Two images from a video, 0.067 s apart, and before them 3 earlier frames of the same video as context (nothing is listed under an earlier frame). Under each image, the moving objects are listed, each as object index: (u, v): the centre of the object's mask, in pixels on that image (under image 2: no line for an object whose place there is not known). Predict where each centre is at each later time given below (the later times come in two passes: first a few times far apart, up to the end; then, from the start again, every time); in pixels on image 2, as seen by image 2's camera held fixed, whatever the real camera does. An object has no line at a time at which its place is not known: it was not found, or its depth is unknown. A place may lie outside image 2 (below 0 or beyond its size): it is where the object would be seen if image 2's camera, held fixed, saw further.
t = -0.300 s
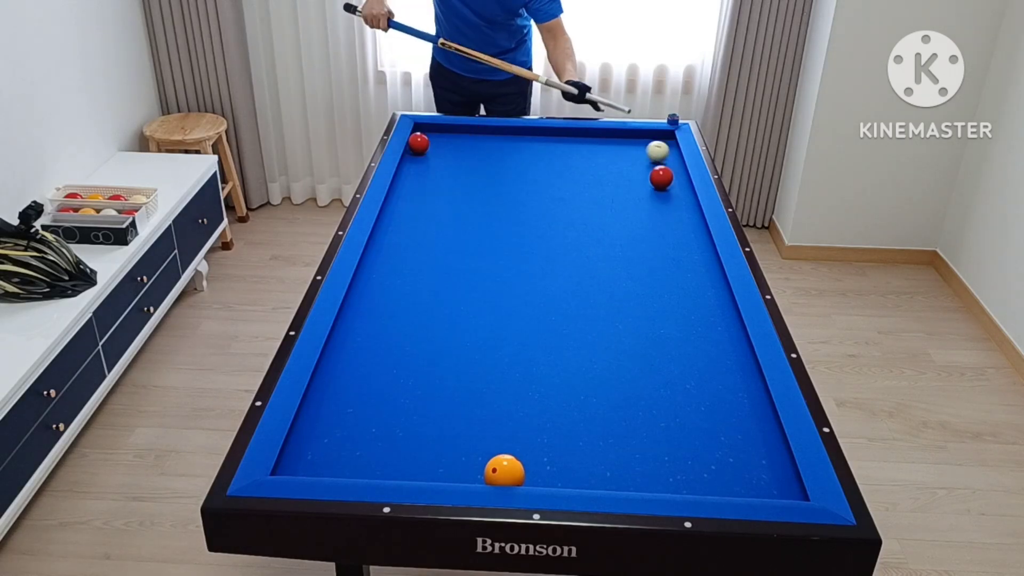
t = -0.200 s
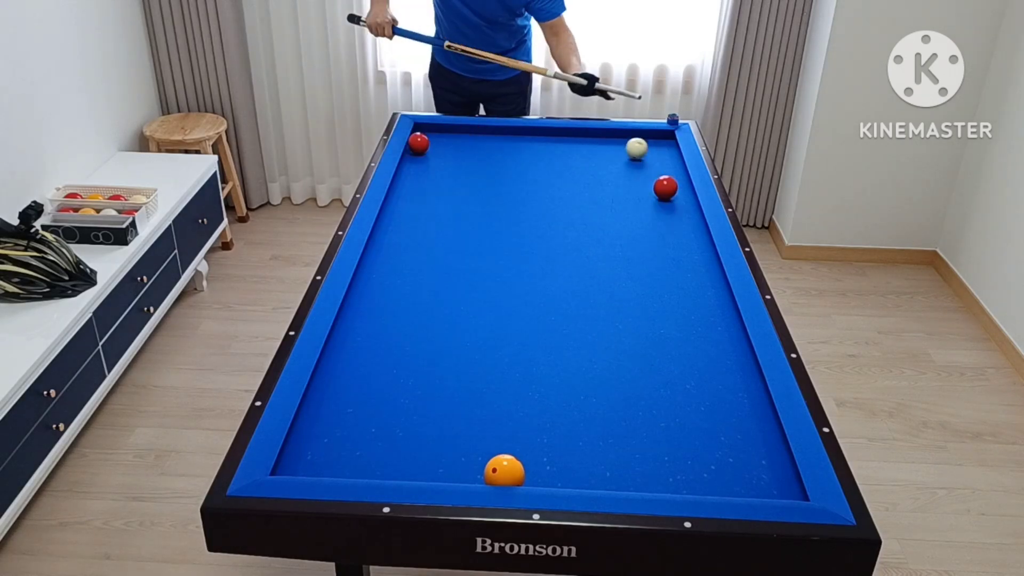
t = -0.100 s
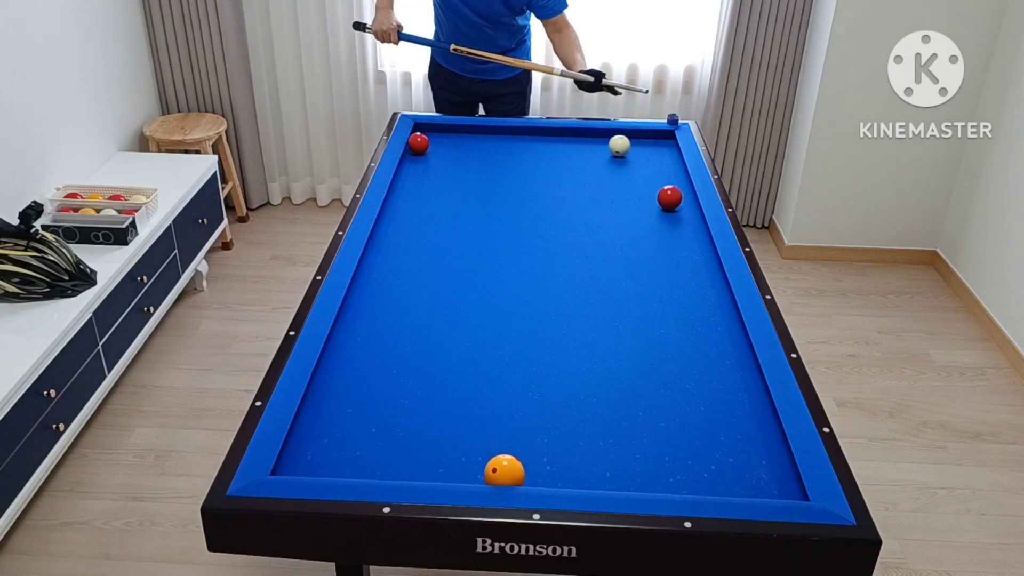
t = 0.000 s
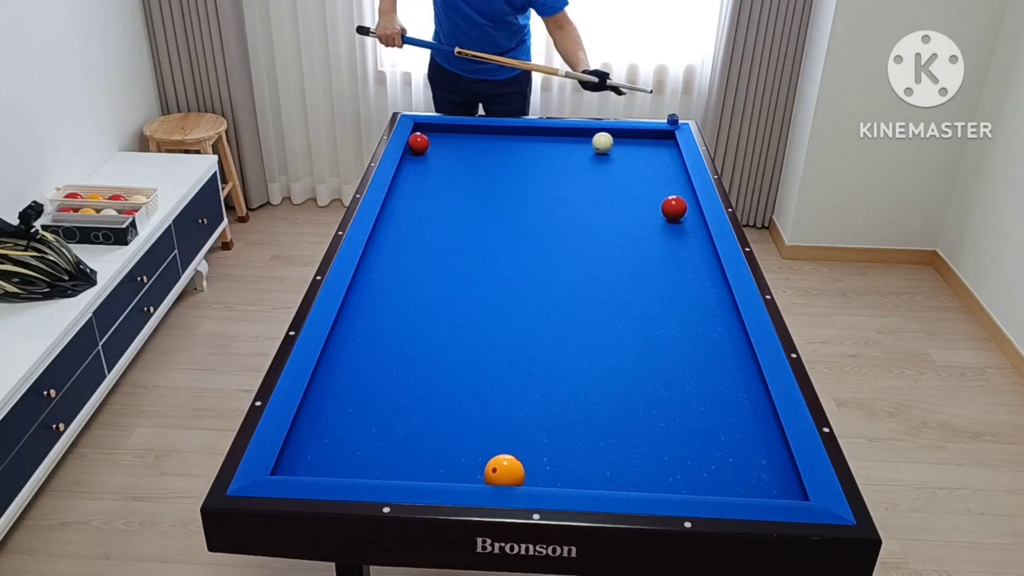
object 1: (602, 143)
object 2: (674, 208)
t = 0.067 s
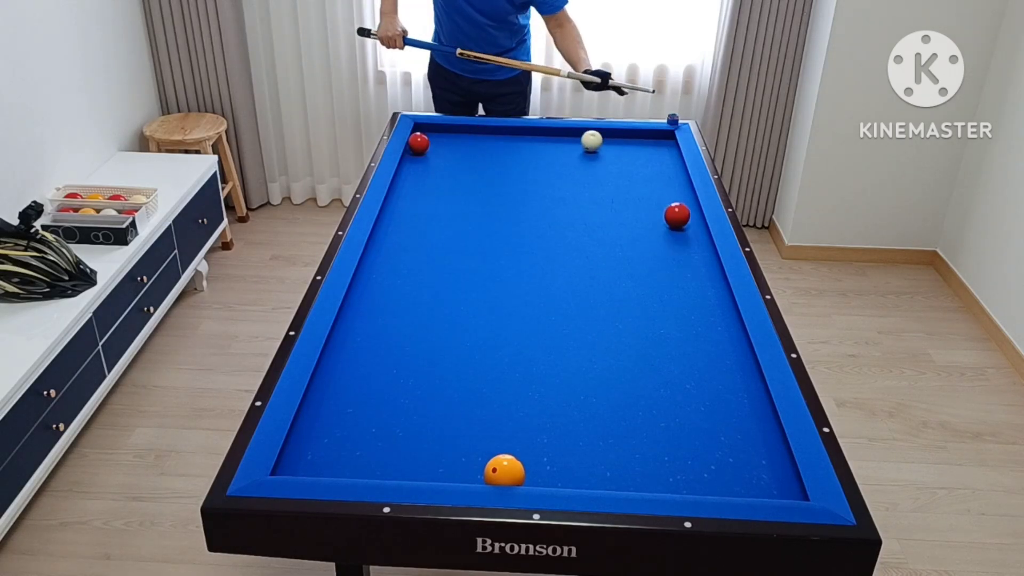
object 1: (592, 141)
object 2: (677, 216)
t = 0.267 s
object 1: (560, 136)
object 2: (687, 239)
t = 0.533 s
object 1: (522, 132)
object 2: (702, 273)
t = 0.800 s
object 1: (490, 134)
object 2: (720, 313)
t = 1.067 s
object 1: (458, 135)
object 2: (737, 356)
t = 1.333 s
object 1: (428, 134)
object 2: (749, 405)
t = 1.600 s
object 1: (431, 135)
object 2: (763, 461)
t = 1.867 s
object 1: (442, 136)
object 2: (763, 470)
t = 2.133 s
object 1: (452, 136)
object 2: (751, 439)
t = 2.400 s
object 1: (461, 135)
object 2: (741, 413)
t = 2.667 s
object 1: (469, 134)
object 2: (733, 389)
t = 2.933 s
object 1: (475, 133)
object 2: (728, 368)
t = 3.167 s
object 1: (480, 133)
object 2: (725, 351)
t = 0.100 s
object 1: (586, 140)
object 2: (679, 219)
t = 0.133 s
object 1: (581, 139)
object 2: (680, 223)
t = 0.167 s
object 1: (576, 138)
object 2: (682, 227)
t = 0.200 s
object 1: (570, 137)
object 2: (683, 231)
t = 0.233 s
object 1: (565, 137)
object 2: (685, 235)
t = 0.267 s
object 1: (560, 136)
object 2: (687, 239)
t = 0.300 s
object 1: (555, 135)
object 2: (689, 243)
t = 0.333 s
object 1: (550, 134)
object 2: (690, 247)
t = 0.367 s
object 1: (545, 133)
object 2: (692, 251)
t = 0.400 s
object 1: (540, 132)
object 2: (694, 255)
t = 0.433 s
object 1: (535, 131)
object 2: (696, 260)
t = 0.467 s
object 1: (531, 132)
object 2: (698, 264)
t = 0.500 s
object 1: (527, 132)
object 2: (700, 269)
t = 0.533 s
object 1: (522, 132)
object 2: (702, 273)
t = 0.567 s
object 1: (519, 132)
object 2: (704, 278)
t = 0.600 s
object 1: (514, 133)
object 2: (706, 283)
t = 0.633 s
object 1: (510, 133)
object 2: (709, 287)
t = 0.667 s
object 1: (506, 133)
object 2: (711, 292)
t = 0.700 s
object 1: (502, 133)
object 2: (713, 297)
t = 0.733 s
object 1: (498, 134)
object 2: (715, 303)
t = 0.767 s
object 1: (494, 134)
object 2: (718, 308)
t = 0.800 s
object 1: (490, 134)
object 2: (720, 313)
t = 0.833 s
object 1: (486, 134)
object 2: (723, 318)
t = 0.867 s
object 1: (482, 134)
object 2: (725, 323)
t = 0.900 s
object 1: (478, 135)
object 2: (728, 329)
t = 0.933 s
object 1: (474, 135)
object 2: (731, 334)
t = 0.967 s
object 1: (470, 135)
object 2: (733, 340)
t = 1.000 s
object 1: (466, 135)
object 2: (735, 345)
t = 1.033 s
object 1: (462, 135)
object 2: (736, 351)
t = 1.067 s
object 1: (458, 135)
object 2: (737, 356)
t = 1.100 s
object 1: (454, 135)
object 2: (738, 362)
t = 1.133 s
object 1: (450, 135)
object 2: (740, 368)
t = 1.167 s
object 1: (446, 136)
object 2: (741, 374)
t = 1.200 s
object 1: (442, 136)
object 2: (743, 380)
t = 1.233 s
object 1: (438, 136)
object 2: (744, 386)
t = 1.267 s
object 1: (435, 136)
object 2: (746, 392)
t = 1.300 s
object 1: (432, 135)
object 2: (747, 398)
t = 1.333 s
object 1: (428, 134)
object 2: (749, 405)
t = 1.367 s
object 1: (425, 133)
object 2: (750, 411)
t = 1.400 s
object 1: (421, 132)
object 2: (752, 418)
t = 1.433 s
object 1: (422, 132)
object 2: (754, 424)
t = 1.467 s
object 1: (424, 133)
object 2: (755, 431)
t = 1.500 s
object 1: (426, 133)
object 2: (757, 438)
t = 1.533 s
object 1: (428, 134)
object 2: (759, 445)
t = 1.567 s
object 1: (429, 135)
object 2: (761, 453)
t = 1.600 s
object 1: (431, 135)
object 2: (763, 461)
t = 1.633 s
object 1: (432, 135)
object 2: (765, 468)
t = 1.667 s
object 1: (433, 136)
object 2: (767, 476)
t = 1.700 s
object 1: (435, 136)
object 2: (769, 482)
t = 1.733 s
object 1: (436, 136)
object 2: (770, 485)
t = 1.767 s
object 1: (437, 136)
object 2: (768, 482)
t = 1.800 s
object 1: (439, 136)
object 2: (766, 479)
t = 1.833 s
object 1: (440, 136)
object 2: (765, 476)
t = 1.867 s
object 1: (442, 136)
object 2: (763, 470)
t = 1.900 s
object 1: (443, 136)
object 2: (761, 467)
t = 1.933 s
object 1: (445, 136)
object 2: (759, 463)
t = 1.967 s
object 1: (446, 136)
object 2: (758, 458)
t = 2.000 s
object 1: (447, 136)
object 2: (756, 455)
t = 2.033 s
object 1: (449, 136)
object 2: (755, 450)
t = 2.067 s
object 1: (450, 136)
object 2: (753, 447)
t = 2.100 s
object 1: (451, 136)
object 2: (752, 443)
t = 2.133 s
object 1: (452, 136)
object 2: (751, 439)
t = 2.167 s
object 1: (454, 136)
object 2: (749, 436)
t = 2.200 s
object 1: (455, 136)
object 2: (748, 433)
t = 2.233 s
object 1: (456, 135)
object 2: (747, 429)
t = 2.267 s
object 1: (457, 135)
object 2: (746, 426)
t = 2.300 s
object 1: (458, 135)
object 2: (744, 422)
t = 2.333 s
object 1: (459, 135)
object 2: (743, 419)
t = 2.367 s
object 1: (460, 135)
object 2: (742, 416)
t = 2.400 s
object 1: (461, 135)
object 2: (741, 413)
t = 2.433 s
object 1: (462, 135)
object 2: (740, 410)
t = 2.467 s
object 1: (463, 135)
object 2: (739, 406)
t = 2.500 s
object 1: (464, 135)
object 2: (738, 403)
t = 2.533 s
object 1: (465, 135)
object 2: (737, 401)
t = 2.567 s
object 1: (466, 135)
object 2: (736, 397)
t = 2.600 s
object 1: (467, 135)
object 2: (735, 395)
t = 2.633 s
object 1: (468, 135)
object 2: (734, 392)
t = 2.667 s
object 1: (469, 134)
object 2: (733, 389)
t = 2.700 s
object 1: (470, 134)
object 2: (733, 386)
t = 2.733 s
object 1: (471, 134)
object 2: (732, 384)
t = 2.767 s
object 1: (472, 134)
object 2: (731, 381)
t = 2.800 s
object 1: (472, 134)
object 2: (730, 378)
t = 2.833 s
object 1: (473, 134)
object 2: (730, 376)
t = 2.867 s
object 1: (474, 134)
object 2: (729, 373)
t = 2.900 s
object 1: (475, 134)
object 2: (728, 371)
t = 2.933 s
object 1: (475, 133)
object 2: (728, 368)
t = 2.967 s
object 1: (476, 133)
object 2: (727, 365)
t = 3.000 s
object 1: (477, 133)
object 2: (727, 363)
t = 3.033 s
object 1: (478, 133)
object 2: (726, 360)
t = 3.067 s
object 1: (478, 133)
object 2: (726, 358)
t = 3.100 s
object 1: (479, 133)
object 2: (726, 356)
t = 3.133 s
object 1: (480, 133)
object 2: (725, 354)
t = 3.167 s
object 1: (480, 133)
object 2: (725, 351)
